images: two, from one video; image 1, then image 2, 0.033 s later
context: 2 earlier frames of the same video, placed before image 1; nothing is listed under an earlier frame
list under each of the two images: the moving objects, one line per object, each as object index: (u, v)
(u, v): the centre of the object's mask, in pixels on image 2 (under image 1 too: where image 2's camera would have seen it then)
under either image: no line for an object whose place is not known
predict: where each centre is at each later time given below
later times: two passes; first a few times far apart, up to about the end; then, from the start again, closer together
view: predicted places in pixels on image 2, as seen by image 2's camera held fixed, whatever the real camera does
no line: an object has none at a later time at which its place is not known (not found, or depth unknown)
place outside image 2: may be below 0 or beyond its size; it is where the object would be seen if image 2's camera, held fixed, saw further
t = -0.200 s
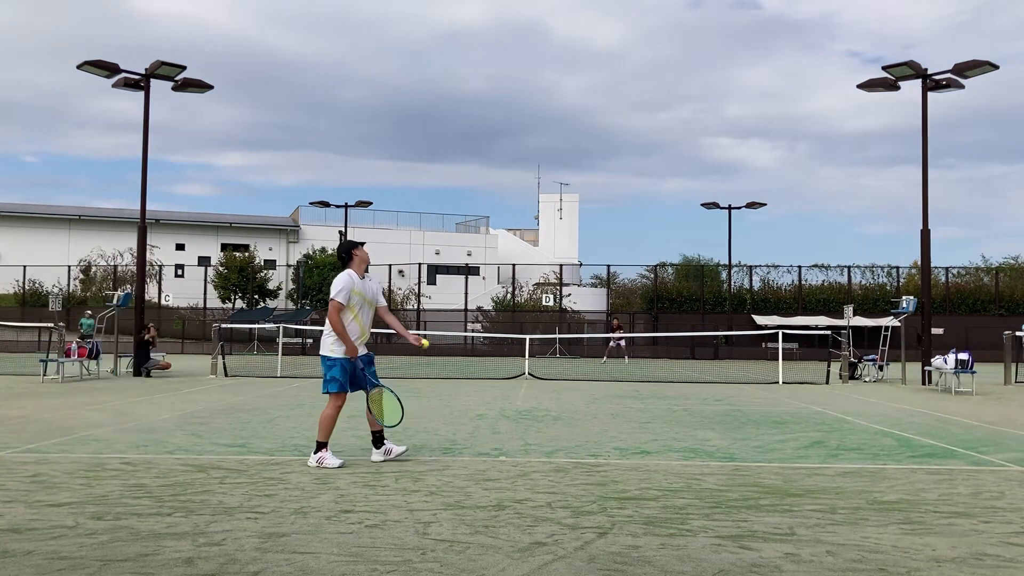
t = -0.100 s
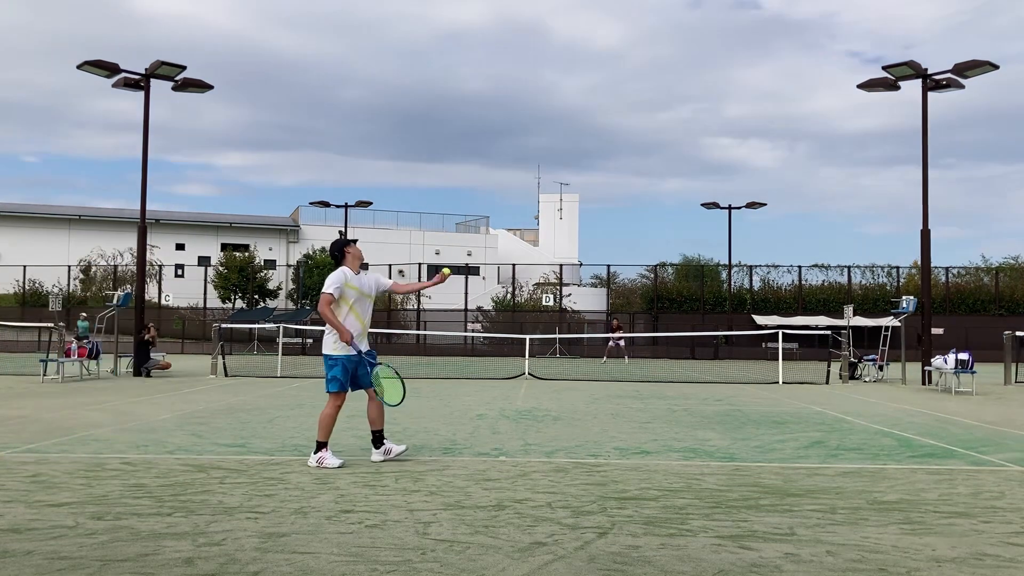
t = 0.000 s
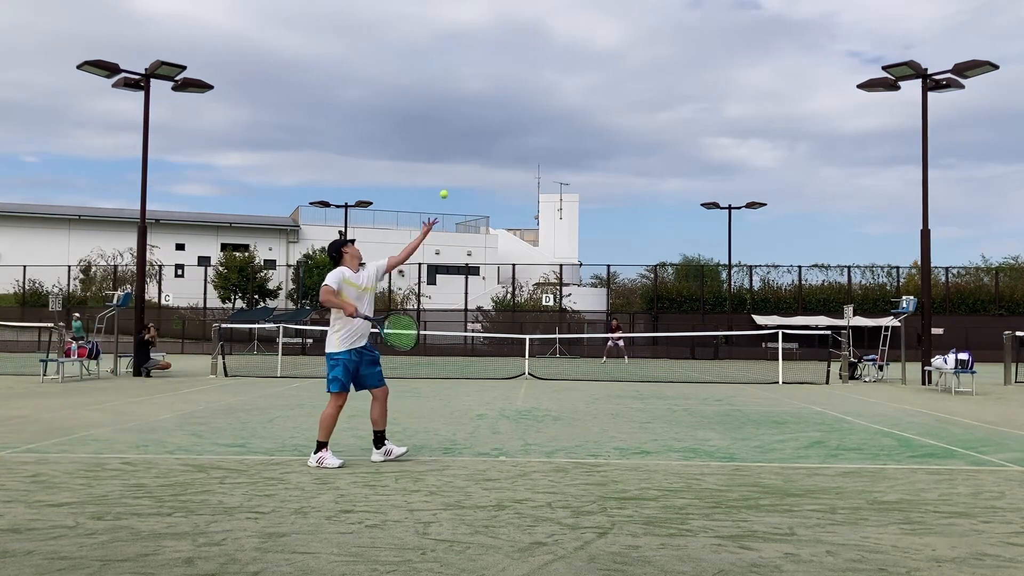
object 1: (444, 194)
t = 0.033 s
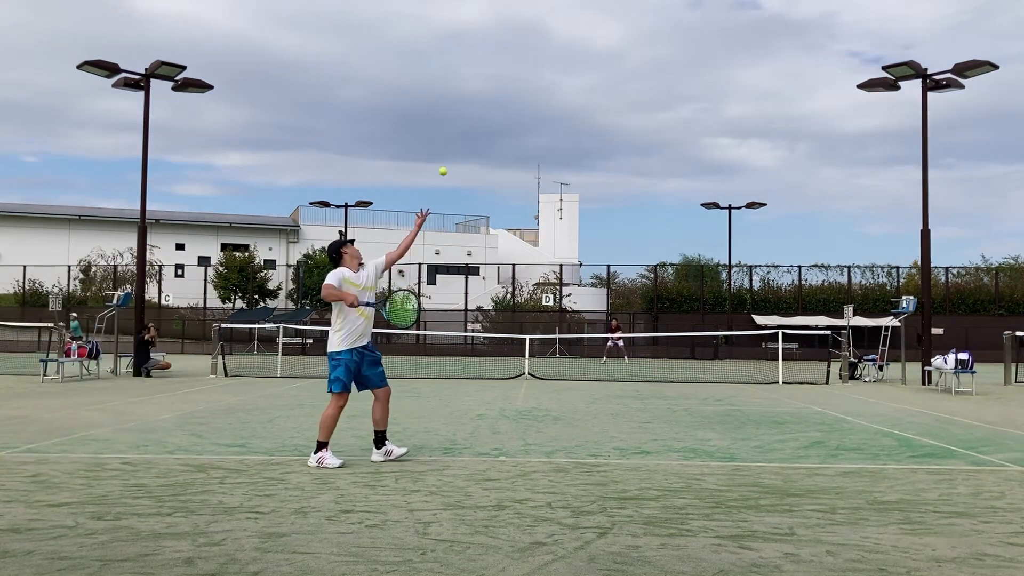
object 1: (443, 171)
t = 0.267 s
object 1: (436, 52)
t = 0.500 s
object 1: (428, 3)
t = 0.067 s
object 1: (442, 150)
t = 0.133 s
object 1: (440, 112)
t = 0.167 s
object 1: (439, 94)
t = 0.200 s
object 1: (439, 79)
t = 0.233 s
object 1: (437, 65)
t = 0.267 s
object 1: (436, 52)
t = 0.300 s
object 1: (435, 41)
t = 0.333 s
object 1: (434, 31)
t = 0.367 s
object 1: (433, 23)
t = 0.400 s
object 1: (432, 15)
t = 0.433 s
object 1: (431, 10)
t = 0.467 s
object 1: (430, 5)
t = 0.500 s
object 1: (428, 3)
